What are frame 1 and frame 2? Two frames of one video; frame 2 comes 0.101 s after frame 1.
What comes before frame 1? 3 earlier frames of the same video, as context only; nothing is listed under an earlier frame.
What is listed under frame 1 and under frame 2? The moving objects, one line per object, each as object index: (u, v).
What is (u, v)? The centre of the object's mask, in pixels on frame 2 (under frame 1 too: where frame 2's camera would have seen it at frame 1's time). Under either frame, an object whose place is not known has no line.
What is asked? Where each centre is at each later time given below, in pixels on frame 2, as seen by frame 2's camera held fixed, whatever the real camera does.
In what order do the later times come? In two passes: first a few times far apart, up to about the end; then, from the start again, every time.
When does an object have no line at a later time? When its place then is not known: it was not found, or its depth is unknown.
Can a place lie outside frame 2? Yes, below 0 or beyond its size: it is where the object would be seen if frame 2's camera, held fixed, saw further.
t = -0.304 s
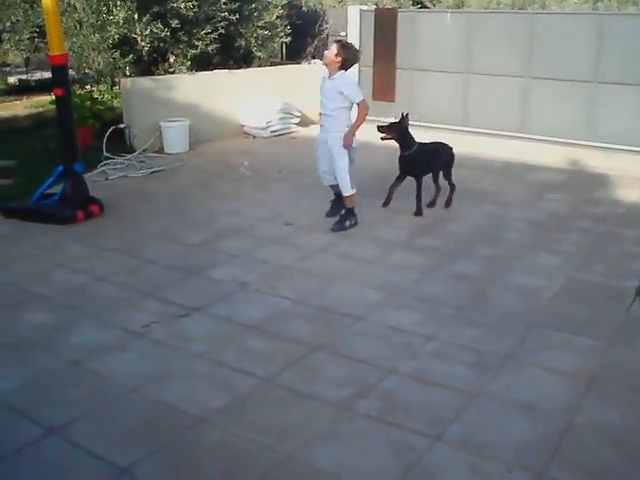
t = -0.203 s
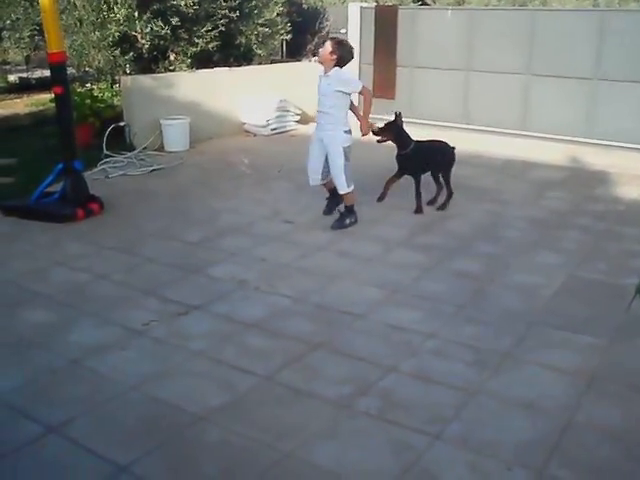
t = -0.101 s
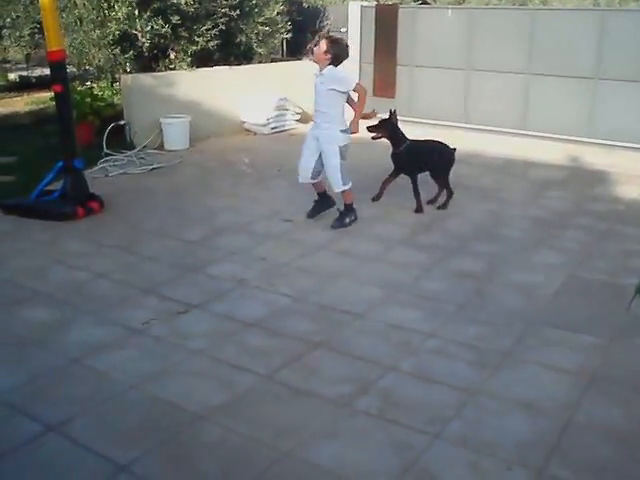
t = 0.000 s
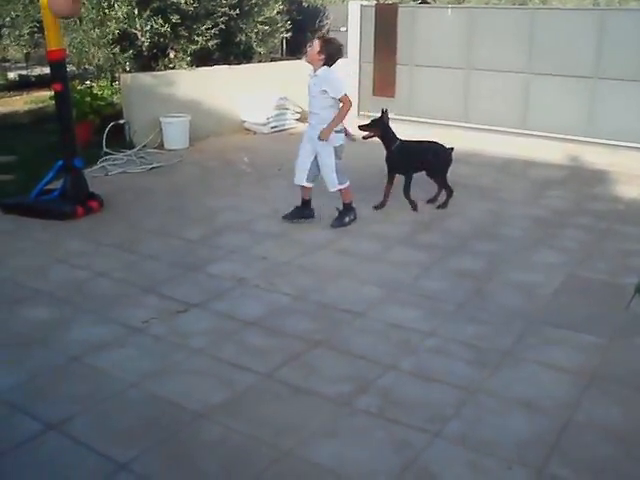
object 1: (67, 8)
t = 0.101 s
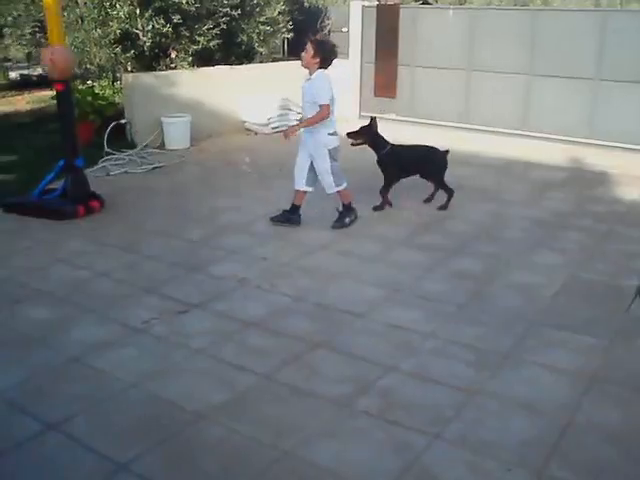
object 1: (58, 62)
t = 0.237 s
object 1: (50, 169)
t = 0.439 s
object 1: (43, 149)
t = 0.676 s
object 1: (39, 67)
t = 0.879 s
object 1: (42, 56)
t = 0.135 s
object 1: (55, 87)
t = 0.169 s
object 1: (53, 113)
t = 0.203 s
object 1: (51, 140)
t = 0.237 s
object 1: (50, 169)
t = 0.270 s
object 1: (49, 198)
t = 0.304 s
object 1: (48, 224)
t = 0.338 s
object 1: (46, 203)
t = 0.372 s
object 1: (45, 183)
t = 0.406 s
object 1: (44, 166)
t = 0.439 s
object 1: (43, 149)
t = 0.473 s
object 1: (42, 134)
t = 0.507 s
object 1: (41, 119)
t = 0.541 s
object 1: (40, 106)
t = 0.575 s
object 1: (40, 95)
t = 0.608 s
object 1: (40, 84)
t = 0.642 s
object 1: (39, 75)
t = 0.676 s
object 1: (39, 67)
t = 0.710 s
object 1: (39, 61)
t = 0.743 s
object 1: (40, 58)
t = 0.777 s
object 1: (41, 55)
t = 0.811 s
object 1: (41, 53)
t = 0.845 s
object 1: (41, 54)
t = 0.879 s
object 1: (42, 56)
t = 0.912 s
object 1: (43, 59)
